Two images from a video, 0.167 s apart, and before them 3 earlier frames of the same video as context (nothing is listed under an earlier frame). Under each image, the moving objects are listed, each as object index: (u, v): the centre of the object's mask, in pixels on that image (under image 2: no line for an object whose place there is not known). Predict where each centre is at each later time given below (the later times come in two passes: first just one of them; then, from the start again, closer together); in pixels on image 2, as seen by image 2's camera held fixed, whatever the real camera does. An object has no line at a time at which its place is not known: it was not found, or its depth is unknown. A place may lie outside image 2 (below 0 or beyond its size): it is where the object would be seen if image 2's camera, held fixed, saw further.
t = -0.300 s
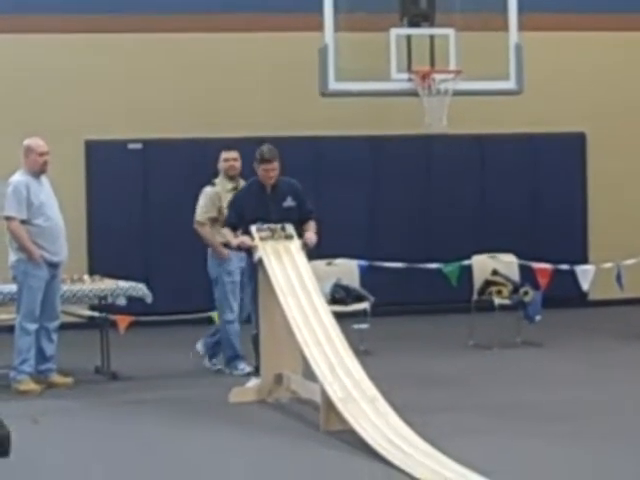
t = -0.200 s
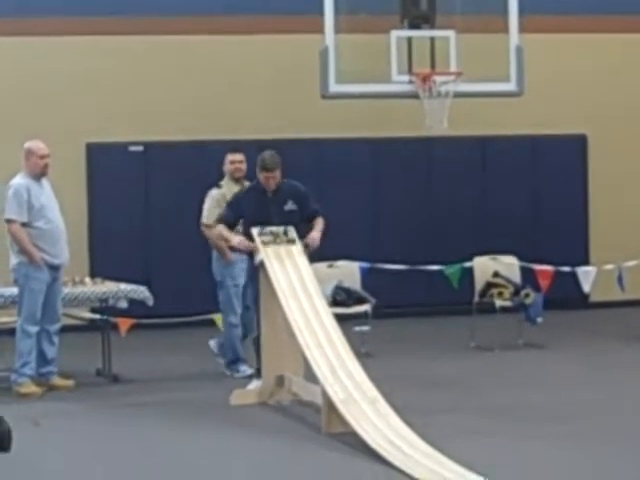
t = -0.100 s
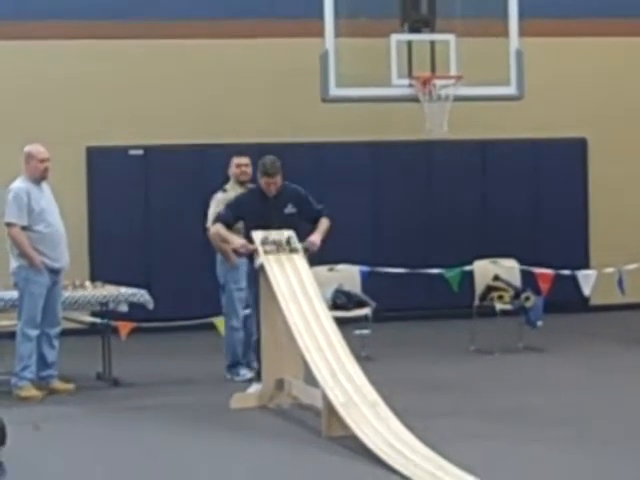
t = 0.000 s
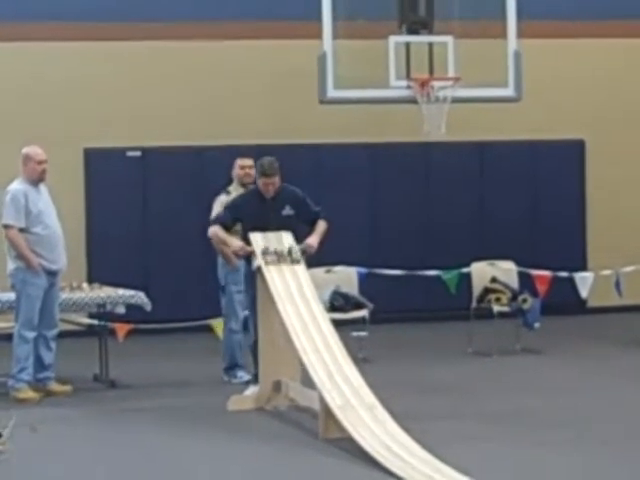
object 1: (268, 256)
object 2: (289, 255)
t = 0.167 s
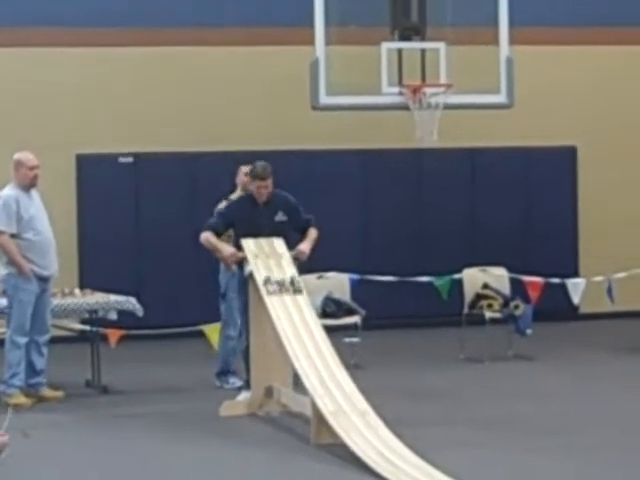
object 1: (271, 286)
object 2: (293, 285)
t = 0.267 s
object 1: (280, 305)
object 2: (302, 305)
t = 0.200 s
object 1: (273, 294)
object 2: (294, 294)
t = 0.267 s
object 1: (280, 305)
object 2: (302, 305)
